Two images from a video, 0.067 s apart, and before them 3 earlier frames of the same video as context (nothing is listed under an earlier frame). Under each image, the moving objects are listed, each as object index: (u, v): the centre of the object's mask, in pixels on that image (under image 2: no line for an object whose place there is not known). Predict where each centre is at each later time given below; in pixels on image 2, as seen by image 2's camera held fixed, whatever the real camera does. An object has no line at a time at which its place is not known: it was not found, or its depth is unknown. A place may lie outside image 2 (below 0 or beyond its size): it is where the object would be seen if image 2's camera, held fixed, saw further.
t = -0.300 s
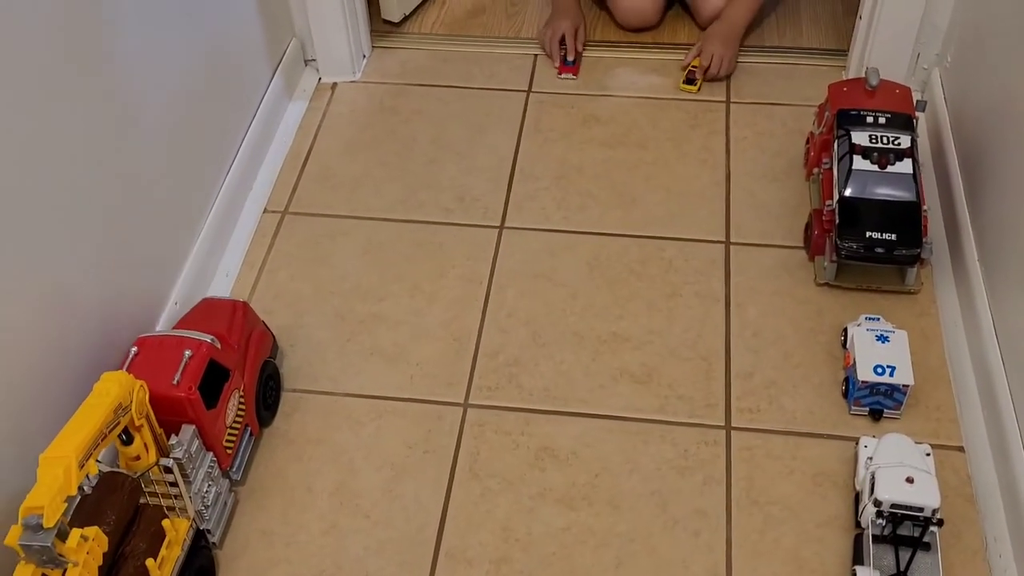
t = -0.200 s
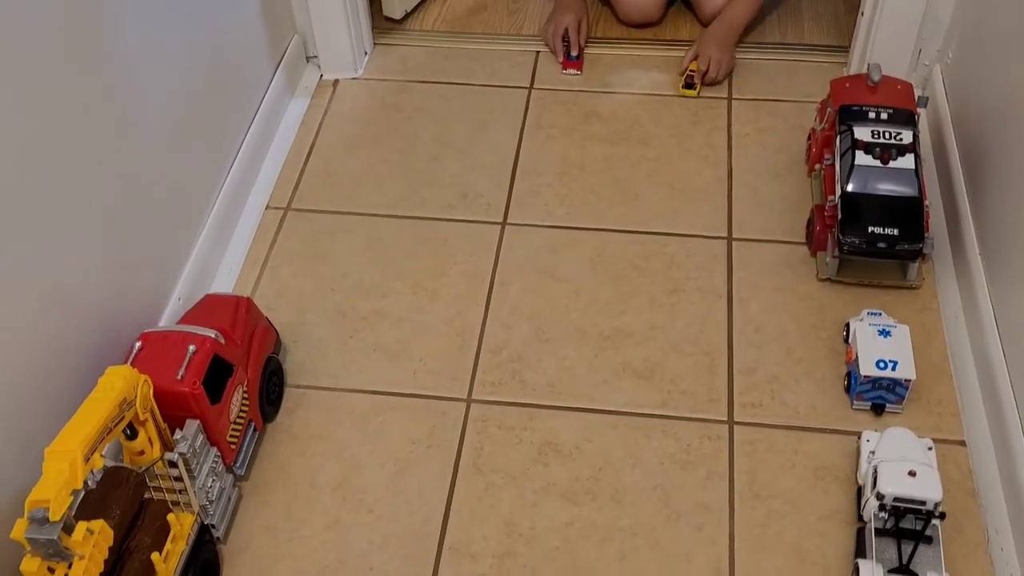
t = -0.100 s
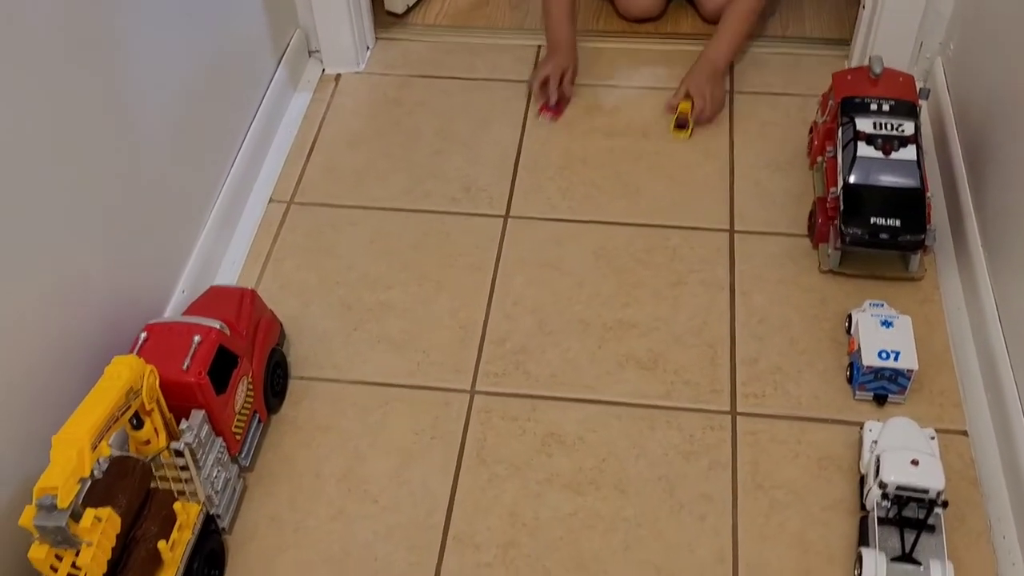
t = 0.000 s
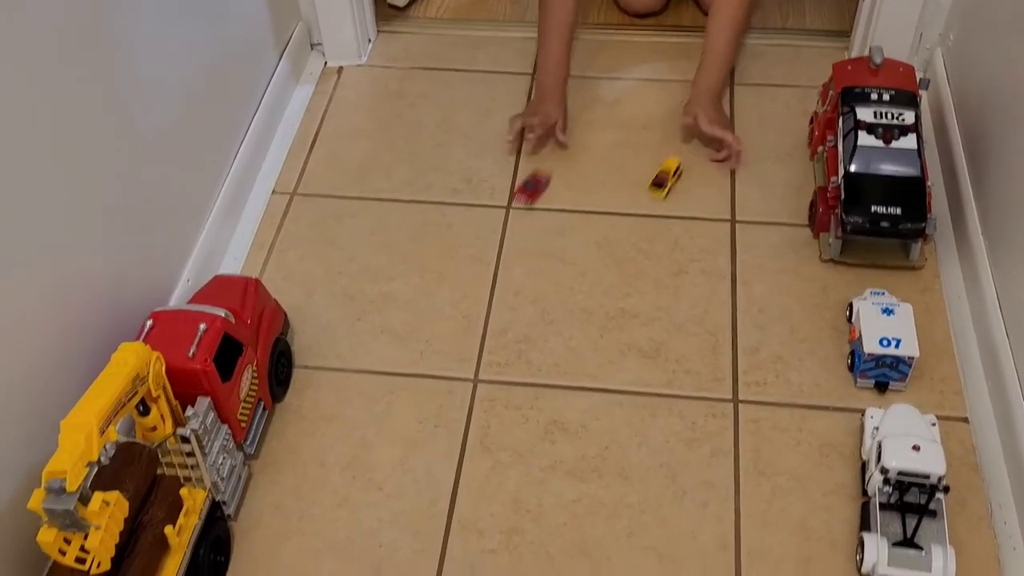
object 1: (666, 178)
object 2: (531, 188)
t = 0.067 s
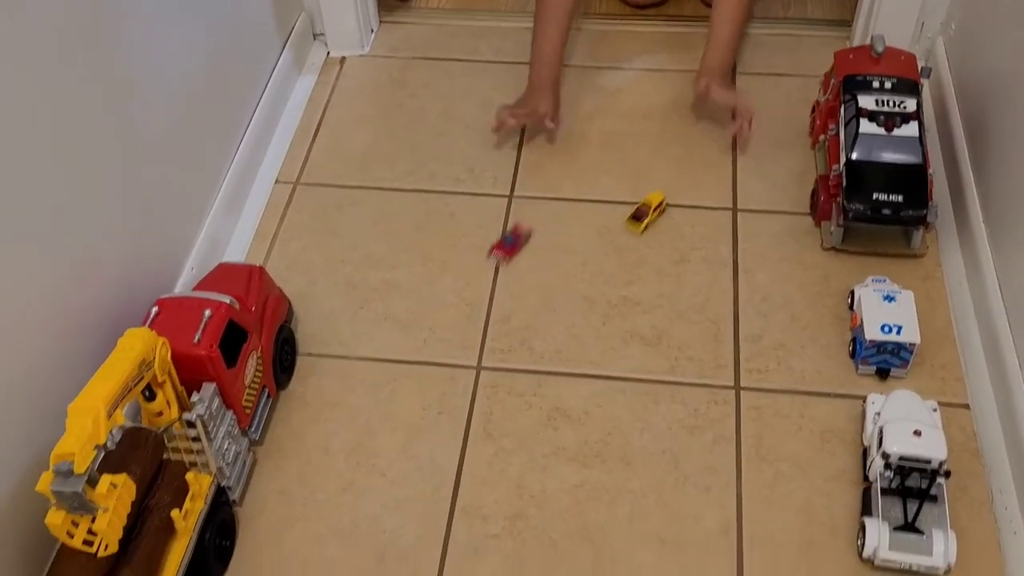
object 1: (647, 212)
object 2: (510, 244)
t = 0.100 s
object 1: (634, 232)
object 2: (495, 278)
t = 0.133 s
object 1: (620, 256)
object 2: (478, 315)
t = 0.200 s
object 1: (589, 299)
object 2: (445, 386)
